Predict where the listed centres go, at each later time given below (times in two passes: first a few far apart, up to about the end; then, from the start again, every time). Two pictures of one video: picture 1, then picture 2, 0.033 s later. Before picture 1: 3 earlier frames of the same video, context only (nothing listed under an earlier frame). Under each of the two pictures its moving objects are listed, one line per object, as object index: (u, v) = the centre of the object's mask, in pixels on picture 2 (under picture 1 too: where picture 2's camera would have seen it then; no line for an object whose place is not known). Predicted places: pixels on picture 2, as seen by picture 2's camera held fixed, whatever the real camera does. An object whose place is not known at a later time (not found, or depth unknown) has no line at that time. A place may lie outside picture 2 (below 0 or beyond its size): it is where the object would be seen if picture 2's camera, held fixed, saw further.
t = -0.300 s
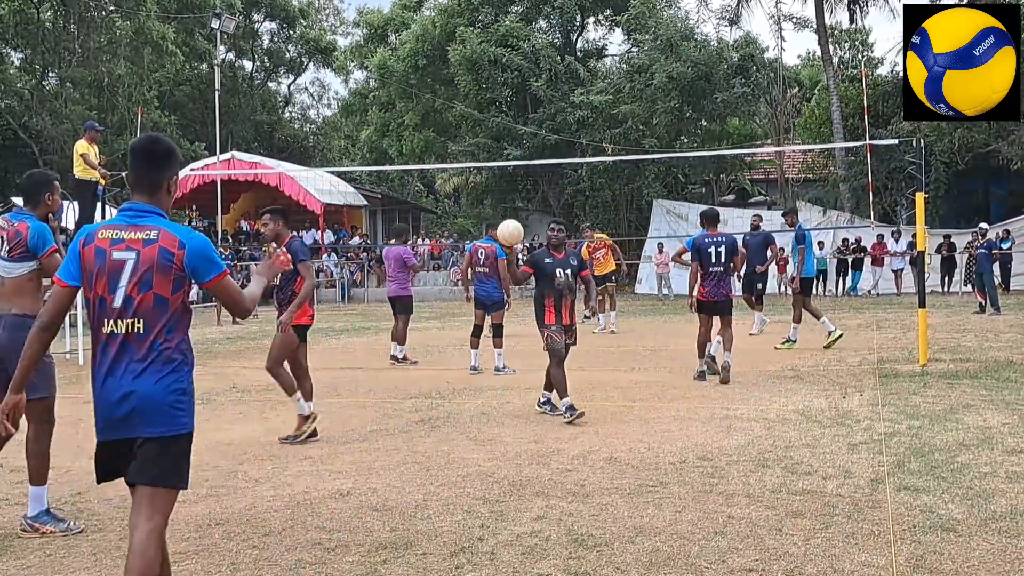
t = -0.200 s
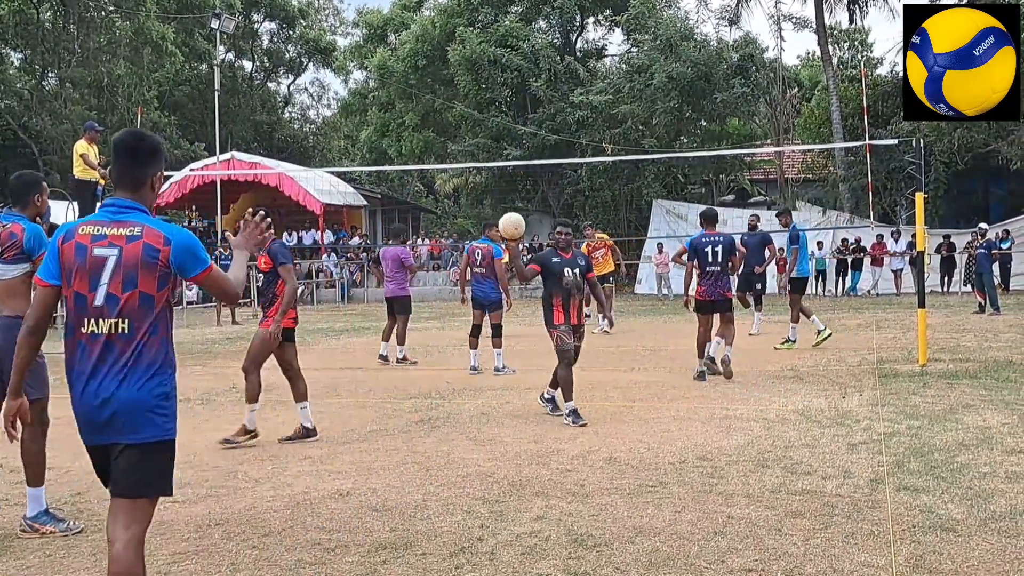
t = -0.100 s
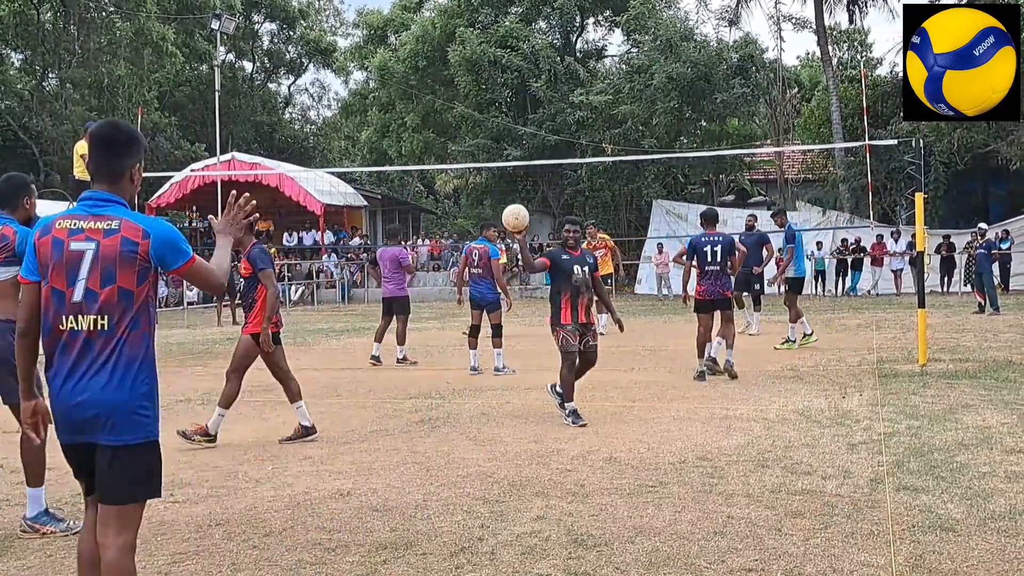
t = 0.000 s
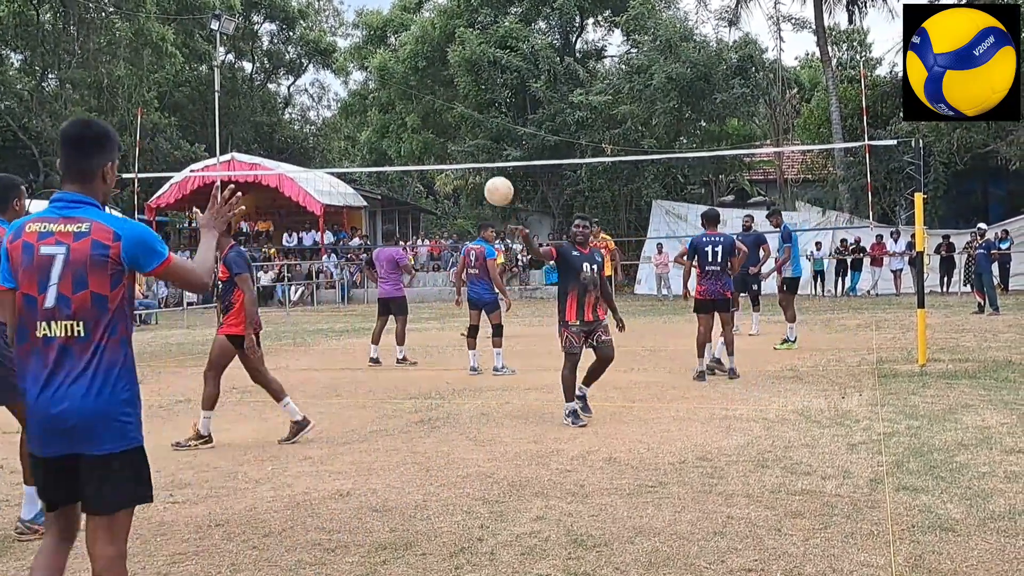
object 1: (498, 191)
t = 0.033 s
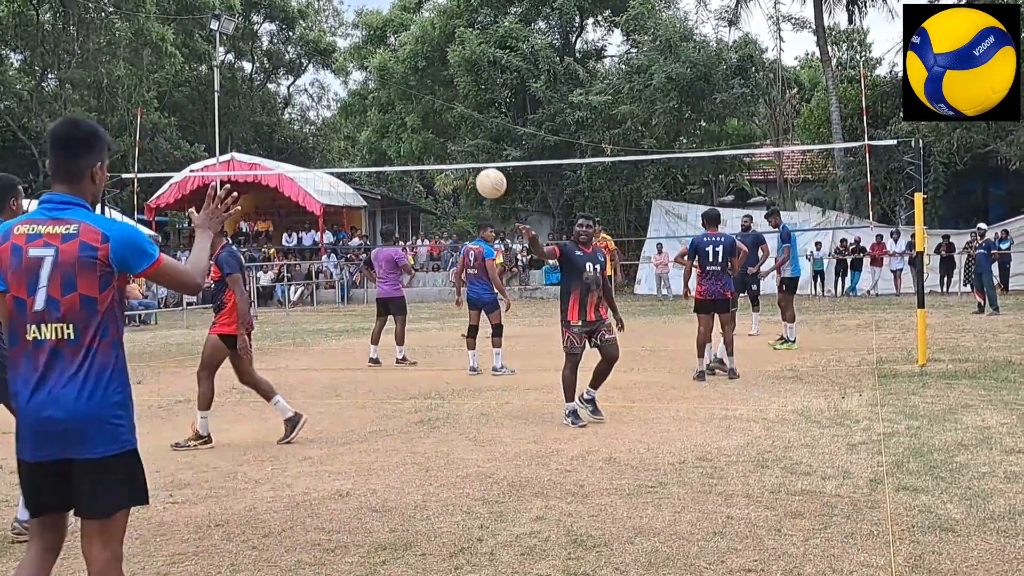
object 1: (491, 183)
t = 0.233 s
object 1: (437, 165)
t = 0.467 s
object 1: (346, 231)
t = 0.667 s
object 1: (225, 420)
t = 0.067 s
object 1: (483, 177)
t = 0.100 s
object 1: (475, 172)
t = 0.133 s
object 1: (466, 168)
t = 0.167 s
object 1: (457, 165)
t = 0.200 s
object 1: (447, 164)
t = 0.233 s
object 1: (437, 165)
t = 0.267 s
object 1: (426, 168)
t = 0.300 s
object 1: (414, 173)
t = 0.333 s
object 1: (402, 180)
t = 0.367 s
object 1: (389, 188)
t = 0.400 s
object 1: (376, 200)
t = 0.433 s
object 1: (362, 214)
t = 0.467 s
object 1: (346, 231)
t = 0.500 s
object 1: (330, 251)
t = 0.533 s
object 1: (312, 276)
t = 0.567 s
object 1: (293, 304)
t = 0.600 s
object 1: (272, 337)
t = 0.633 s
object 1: (250, 375)
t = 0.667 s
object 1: (225, 420)
